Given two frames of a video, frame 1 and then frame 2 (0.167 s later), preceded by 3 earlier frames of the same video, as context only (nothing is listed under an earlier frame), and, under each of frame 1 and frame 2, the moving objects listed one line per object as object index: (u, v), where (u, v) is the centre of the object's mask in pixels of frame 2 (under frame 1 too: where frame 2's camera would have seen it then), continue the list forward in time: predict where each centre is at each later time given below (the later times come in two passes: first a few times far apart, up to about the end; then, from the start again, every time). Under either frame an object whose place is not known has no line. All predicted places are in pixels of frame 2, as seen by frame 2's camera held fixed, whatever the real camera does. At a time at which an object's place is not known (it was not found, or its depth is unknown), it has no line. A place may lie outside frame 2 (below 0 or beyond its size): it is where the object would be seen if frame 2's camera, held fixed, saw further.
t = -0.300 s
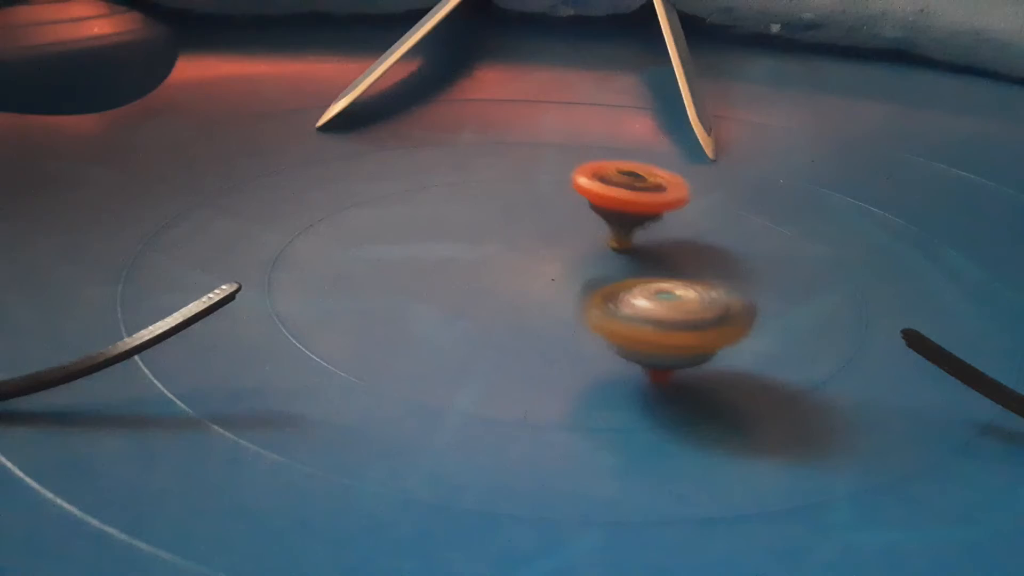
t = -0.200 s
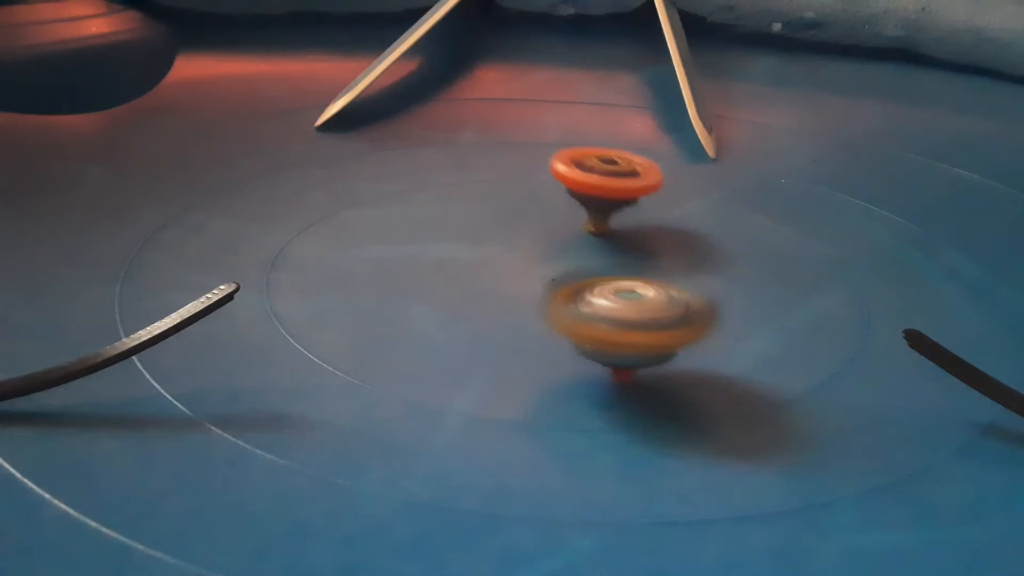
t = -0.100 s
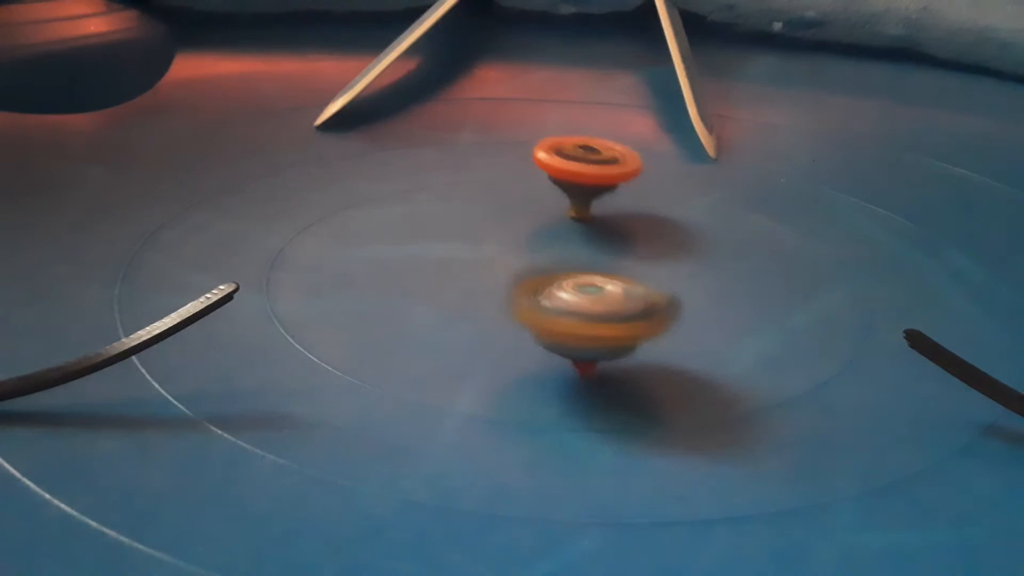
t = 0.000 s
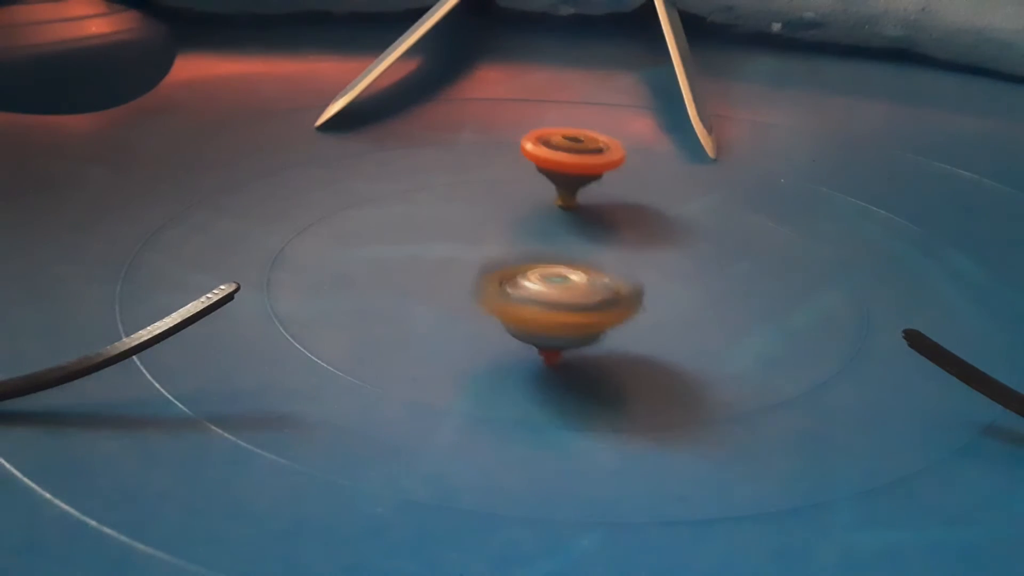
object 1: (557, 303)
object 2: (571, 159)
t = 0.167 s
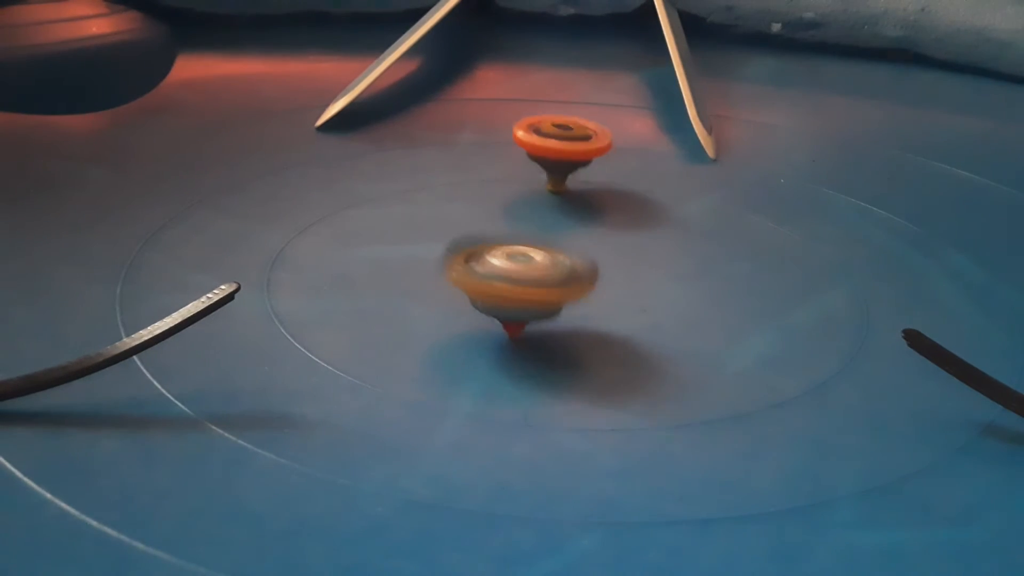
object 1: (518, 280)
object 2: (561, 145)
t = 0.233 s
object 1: (511, 268)
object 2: (559, 140)
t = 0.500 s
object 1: (506, 225)
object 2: (568, 132)
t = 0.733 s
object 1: (514, 189)
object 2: (575, 133)
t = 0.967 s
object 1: (507, 178)
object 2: (615, 133)
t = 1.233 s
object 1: (495, 194)
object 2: (672, 141)
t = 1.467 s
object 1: (534, 224)
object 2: (702, 159)
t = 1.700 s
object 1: (615, 239)
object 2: (696, 186)
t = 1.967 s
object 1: (627, 253)
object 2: (686, 179)
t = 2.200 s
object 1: (593, 254)
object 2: (698, 170)
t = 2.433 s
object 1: (551, 238)
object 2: (706, 164)
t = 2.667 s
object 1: (516, 216)
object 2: (709, 161)
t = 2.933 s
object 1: (504, 196)
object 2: (696, 161)
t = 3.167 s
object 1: (523, 187)
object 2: (677, 162)
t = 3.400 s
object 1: (557, 187)
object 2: (648, 160)
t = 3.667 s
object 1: (555, 201)
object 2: (669, 152)
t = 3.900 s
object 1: (563, 227)
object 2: (680, 151)
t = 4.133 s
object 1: (592, 245)
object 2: (676, 156)
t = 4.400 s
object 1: (613, 246)
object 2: (652, 162)
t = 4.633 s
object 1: (602, 234)
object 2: (609, 165)
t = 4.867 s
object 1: (561, 219)
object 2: (571, 162)
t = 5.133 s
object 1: (506, 200)
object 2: (602, 149)
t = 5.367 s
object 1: (501, 197)
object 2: (655, 154)
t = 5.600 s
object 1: (530, 203)
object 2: (677, 175)
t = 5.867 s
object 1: (530, 221)
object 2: (655, 188)
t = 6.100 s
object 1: (494, 229)
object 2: (606, 196)
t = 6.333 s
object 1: (490, 235)
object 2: (551, 187)
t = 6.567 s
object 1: (509, 237)
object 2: (554, 173)
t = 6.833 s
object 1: (565, 240)
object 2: (592, 175)
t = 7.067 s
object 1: (559, 259)
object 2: (625, 183)
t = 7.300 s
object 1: (560, 253)
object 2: (656, 192)
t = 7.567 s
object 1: (509, 215)
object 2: (635, 212)
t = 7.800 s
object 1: (449, 219)
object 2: (593, 209)
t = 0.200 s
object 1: (514, 274)
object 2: (560, 143)
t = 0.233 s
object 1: (511, 268)
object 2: (559, 140)
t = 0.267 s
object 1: (508, 263)
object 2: (558, 139)
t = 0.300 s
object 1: (507, 257)
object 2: (557, 137)
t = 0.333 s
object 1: (506, 252)
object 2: (555, 134)
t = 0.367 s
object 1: (506, 248)
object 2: (553, 134)
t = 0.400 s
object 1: (506, 243)
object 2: (555, 134)
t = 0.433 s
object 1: (506, 237)
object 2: (562, 134)
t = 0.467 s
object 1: (505, 231)
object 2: (567, 133)
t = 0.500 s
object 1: (506, 225)
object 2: (568, 132)
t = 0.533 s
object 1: (507, 222)
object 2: (569, 132)
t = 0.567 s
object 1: (506, 216)
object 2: (570, 131)
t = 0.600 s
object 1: (508, 211)
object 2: (571, 131)
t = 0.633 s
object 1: (509, 206)
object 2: (572, 132)
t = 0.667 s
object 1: (511, 201)
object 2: (573, 132)
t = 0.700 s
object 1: (512, 195)
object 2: (574, 133)
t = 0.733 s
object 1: (514, 189)
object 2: (575, 133)
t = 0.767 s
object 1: (518, 186)
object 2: (579, 134)
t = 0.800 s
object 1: (521, 180)
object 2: (585, 135)
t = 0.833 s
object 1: (525, 178)
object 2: (586, 135)
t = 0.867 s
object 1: (525, 174)
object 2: (589, 135)
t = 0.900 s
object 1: (518, 174)
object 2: (597, 135)
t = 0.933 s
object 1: (510, 177)
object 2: (609, 134)
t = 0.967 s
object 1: (507, 178)
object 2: (615, 133)
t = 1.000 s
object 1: (503, 180)
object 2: (623, 133)
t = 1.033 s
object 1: (501, 179)
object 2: (631, 133)
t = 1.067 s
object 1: (498, 182)
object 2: (639, 134)
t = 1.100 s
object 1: (496, 184)
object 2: (645, 135)
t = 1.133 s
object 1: (495, 186)
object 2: (652, 136)
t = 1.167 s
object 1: (494, 188)
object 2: (660, 137)
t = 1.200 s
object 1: (494, 191)
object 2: (666, 139)
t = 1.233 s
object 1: (495, 194)
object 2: (672, 141)
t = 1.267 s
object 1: (497, 198)
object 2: (679, 143)
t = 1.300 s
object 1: (501, 202)
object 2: (685, 145)
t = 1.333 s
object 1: (505, 207)
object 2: (690, 148)
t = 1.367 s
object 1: (510, 211)
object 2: (694, 150)
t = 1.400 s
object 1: (516, 215)
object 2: (700, 153)
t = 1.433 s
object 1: (524, 219)
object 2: (701, 155)
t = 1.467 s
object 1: (534, 224)
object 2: (702, 159)
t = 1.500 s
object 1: (543, 227)
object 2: (705, 163)
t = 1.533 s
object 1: (552, 232)
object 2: (705, 166)
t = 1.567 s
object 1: (564, 233)
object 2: (706, 170)
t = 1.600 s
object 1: (577, 237)
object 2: (705, 174)
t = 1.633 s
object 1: (589, 238)
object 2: (704, 178)
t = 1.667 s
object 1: (600, 238)
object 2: (700, 182)
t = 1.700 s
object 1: (615, 239)
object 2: (696, 186)
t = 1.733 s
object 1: (627, 239)
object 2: (691, 185)
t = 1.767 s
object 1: (633, 240)
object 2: (687, 184)
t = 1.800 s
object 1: (638, 242)
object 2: (685, 185)
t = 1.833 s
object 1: (640, 245)
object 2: (684, 185)
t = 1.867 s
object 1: (635, 246)
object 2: (684, 184)
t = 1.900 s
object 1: (633, 248)
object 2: (684, 182)
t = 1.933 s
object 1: (630, 251)
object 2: (685, 181)
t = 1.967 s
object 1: (627, 253)
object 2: (686, 179)
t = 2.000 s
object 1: (623, 254)
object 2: (689, 178)
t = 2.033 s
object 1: (619, 255)
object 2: (689, 177)
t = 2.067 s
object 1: (614, 254)
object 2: (691, 175)
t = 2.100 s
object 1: (609, 255)
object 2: (693, 174)
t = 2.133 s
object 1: (604, 256)
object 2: (694, 172)
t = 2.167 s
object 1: (598, 254)
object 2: (696, 171)
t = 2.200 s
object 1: (593, 254)
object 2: (698, 170)
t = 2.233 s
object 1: (588, 253)
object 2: (698, 169)
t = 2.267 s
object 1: (581, 251)
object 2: (700, 168)
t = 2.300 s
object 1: (575, 248)
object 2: (702, 167)
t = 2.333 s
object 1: (569, 246)
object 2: (703, 166)
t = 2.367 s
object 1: (562, 243)
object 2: (704, 166)
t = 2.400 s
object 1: (556, 241)
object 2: (706, 165)
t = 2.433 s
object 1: (551, 238)
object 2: (706, 164)
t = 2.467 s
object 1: (545, 236)
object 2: (708, 164)
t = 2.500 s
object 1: (539, 232)
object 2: (709, 163)
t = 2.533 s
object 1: (534, 229)
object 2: (709, 163)
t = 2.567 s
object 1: (529, 227)
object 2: (710, 162)
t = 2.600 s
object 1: (524, 223)
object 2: (710, 162)
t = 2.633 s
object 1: (521, 220)
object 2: (709, 162)
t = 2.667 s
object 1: (516, 216)
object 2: (709, 161)
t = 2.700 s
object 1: (512, 214)
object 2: (709, 161)
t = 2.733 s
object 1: (510, 211)
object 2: (707, 161)
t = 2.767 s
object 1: (507, 208)
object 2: (707, 161)
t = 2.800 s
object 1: (504, 205)
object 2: (705, 161)
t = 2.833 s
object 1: (503, 203)
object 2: (702, 161)
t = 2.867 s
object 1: (503, 200)
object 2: (700, 161)
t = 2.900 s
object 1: (502, 198)
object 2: (698, 161)
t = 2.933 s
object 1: (504, 196)
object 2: (696, 161)
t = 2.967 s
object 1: (505, 194)
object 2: (694, 162)
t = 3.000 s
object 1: (507, 193)
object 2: (692, 162)
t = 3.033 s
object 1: (510, 191)
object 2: (689, 162)
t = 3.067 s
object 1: (513, 190)
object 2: (687, 162)
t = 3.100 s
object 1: (516, 188)
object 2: (683, 162)
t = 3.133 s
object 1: (519, 187)
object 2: (680, 162)
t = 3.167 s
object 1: (523, 187)
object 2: (677, 162)
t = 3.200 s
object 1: (527, 186)
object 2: (673, 162)
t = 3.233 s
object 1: (532, 186)
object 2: (669, 162)
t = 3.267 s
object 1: (537, 186)
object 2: (665, 162)
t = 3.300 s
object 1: (543, 186)
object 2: (660, 162)
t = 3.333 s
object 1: (548, 186)
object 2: (655, 162)
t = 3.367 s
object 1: (554, 186)
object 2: (650, 162)
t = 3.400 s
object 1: (557, 187)
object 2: (648, 160)
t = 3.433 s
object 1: (556, 187)
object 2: (648, 158)
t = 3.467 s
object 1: (556, 188)
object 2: (650, 157)
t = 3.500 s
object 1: (555, 191)
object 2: (654, 156)
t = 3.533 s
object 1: (554, 193)
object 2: (654, 154)
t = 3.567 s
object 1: (555, 196)
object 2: (659, 154)
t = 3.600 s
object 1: (554, 196)
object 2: (662, 153)
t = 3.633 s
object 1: (554, 199)
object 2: (665, 153)
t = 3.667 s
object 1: (555, 201)
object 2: (669, 152)
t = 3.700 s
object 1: (555, 204)
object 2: (671, 152)
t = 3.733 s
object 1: (556, 207)
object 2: (673, 151)
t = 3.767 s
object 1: (556, 210)
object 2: (675, 151)
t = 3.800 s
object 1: (557, 214)
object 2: (676, 151)
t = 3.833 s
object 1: (559, 218)
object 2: (678, 151)
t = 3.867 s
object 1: (560, 222)
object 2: (679, 151)
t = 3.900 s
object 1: (563, 227)
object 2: (680, 151)
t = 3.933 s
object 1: (565, 228)
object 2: (680, 152)
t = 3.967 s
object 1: (569, 232)
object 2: (680, 152)
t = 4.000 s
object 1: (574, 235)
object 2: (680, 153)
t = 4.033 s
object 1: (578, 238)
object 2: (679, 154)
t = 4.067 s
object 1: (583, 240)
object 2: (679, 155)
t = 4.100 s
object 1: (587, 243)
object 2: (678, 155)
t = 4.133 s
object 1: (592, 245)
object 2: (676, 156)
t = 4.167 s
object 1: (597, 246)
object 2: (675, 157)
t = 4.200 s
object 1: (601, 245)
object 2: (672, 158)
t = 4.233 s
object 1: (605, 247)
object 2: (670, 159)
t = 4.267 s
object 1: (609, 245)
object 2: (668, 160)
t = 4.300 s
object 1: (610, 247)
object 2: (664, 160)
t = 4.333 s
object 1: (614, 247)
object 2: (661, 161)
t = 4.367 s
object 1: (612, 245)
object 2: (656, 162)
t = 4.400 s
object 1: (613, 246)
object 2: (652, 162)
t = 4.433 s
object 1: (613, 245)
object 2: (648, 163)
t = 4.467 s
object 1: (612, 245)
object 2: (642, 164)
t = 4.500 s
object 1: (613, 243)
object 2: (636, 164)
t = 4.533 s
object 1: (610, 242)
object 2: (630, 164)
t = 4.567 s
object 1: (607, 239)
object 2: (624, 165)
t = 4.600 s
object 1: (604, 236)
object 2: (617, 165)
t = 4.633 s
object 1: (602, 234)
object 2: (609, 165)
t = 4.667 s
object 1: (596, 232)
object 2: (602, 165)
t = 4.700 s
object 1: (592, 228)
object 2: (595, 165)
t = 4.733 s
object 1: (588, 225)
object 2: (587, 164)
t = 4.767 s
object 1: (582, 223)
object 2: (579, 164)
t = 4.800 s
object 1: (576, 221)
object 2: (573, 164)
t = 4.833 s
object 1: (572, 221)
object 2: (571, 164)
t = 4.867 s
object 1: (561, 219)
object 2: (571, 162)
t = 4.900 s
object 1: (553, 217)
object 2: (573, 161)
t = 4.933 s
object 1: (546, 215)
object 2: (573, 158)
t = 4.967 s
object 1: (538, 213)
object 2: (573, 154)
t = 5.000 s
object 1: (530, 210)
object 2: (576, 152)
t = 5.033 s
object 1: (524, 209)
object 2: (584, 150)
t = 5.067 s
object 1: (518, 206)
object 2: (591, 150)
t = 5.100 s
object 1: (514, 203)
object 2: (597, 150)
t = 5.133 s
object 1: (506, 200)
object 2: (602, 149)
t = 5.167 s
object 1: (504, 199)
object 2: (609, 148)
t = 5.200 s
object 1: (499, 199)
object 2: (617, 147)
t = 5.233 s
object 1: (499, 198)
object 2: (627, 148)
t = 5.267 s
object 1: (498, 197)
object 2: (635, 149)
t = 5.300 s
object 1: (498, 197)
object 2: (641, 151)
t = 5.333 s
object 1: (498, 197)
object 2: (647, 152)
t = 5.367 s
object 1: (501, 197)
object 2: (655, 154)
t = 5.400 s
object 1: (503, 197)
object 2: (663, 156)
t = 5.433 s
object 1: (506, 198)
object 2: (668, 159)
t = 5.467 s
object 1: (510, 198)
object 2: (671, 162)
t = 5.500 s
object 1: (515, 200)
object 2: (674, 165)
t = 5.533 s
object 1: (520, 201)
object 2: (677, 168)
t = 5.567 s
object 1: (527, 204)
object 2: (678, 171)
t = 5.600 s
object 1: (530, 203)
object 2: (677, 175)
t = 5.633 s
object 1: (537, 206)
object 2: (673, 178)
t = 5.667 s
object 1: (542, 206)
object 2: (670, 182)
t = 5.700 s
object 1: (549, 209)
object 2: (665, 184)
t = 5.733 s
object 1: (553, 210)
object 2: (661, 186)
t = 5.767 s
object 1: (545, 216)
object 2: (663, 186)
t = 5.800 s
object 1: (539, 217)
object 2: (661, 185)
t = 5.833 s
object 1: (536, 219)
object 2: (657, 187)
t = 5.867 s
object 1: (530, 221)
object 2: (655, 188)
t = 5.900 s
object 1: (524, 222)
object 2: (650, 189)
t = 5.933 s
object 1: (519, 224)
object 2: (643, 190)
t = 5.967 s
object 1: (515, 226)
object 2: (637, 192)
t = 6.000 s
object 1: (509, 227)
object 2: (632, 193)
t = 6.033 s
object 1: (502, 228)
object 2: (624, 193)
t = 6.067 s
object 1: (499, 228)
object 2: (614, 194)
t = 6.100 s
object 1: (494, 229)
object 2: (606, 196)
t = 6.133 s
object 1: (491, 230)
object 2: (598, 196)
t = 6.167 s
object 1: (488, 231)
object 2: (590, 196)
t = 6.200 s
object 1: (489, 232)
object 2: (580, 195)
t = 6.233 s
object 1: (486, 233)
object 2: (571, 195)
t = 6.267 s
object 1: (492, 233)
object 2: (563, 193)
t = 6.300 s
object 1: (491, 233)
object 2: (557, 187)
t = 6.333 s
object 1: (490, 235)
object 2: (551, 187)
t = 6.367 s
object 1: (492, 237)
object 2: (550, 185)
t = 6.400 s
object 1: (491, 237)
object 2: (547, 183)
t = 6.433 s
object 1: (494, 237)
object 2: (544, 179)
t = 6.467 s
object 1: (497, 239)
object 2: (547, 178)
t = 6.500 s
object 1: (503, 238)
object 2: (550, 177)
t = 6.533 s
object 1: (503, 239)
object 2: (552, 175)
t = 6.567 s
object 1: (509, 237)
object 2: (554, 173)
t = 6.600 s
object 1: (517, 240)
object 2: (561, 173)
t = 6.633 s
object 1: (519, 237)
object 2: (566, 173)
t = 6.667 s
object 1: (527, 239)
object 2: (569, 172)
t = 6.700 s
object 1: (537, 239)
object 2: (574, 173)
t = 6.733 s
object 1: (544, 240)
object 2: (582, 174)
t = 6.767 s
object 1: (548, 239)
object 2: (587, 174)
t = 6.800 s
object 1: (556, 240)
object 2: (588, 174)
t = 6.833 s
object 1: (565, 240)
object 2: (592, 175)
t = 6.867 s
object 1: (575, 239)
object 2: (598, 176)
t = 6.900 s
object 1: (582, 241)
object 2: (601, 178)
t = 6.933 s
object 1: (581, 241)
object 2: (601, 177)
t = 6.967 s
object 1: (578, 243)
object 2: (603, 179)
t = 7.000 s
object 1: (567, 256)
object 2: (616, 180)
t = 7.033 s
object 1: (562, 262)
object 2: (620, 182)
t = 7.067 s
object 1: (559, 259)
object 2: (625, 183)
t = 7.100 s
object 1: (559, 255)
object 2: (631, 184)
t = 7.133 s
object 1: (561, 252)
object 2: (638, 185)
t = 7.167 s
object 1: (560, 254)
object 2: (642, 185)
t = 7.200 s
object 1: (560, 254)
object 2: (646, 187)
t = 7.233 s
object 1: (561, 253)
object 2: (650, 189)
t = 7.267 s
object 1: (561, 253)
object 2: (654, 191)
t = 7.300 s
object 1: (560, 253)
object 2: (656, 192)
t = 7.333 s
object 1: (557, 250)
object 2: (656, 194)
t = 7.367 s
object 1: (555, 249)
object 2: (656, 197)
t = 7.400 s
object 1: (549, 242)
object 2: (656, 199)
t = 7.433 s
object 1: (544, 239)
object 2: (654, 202)
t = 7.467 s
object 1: (539, 234)
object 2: (649, 205)
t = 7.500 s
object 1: (530, 227)
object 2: (644, 207)
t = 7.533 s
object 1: (521, 221)
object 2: (640, 210)
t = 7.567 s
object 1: (509, 215)
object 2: (635, 212)
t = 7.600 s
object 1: (494, 212)
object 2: (628, 212)
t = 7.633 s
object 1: (480, 210)
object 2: (621, 212)
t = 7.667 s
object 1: (468, 211)
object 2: (612, 212)
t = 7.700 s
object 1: (458, 214)
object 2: (605, 212)
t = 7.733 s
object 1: (455, 214)
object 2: (598, 212)
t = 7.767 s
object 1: (450, 221)
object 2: (595, 211)
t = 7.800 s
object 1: (449, 219)
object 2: (593, 209)
